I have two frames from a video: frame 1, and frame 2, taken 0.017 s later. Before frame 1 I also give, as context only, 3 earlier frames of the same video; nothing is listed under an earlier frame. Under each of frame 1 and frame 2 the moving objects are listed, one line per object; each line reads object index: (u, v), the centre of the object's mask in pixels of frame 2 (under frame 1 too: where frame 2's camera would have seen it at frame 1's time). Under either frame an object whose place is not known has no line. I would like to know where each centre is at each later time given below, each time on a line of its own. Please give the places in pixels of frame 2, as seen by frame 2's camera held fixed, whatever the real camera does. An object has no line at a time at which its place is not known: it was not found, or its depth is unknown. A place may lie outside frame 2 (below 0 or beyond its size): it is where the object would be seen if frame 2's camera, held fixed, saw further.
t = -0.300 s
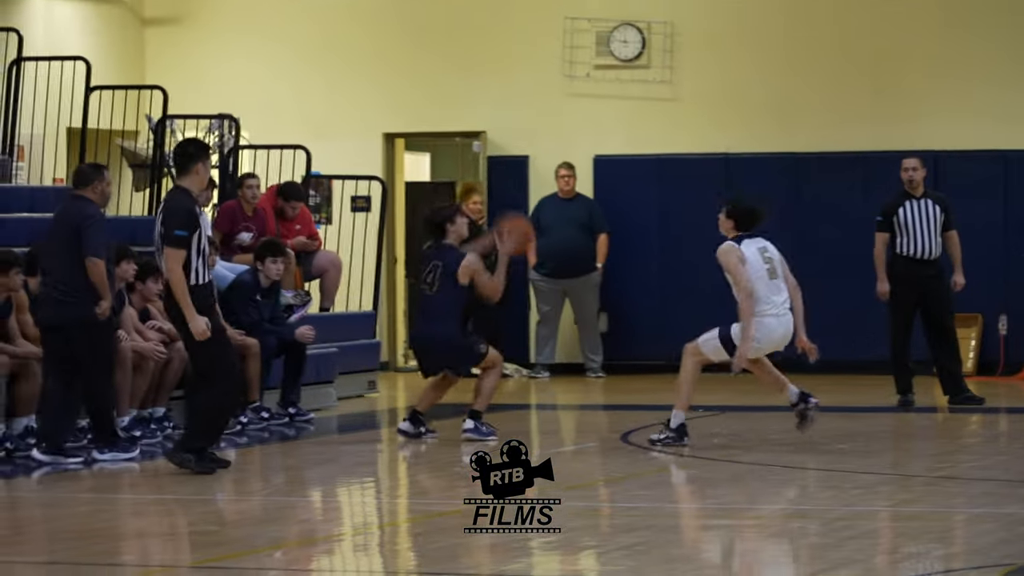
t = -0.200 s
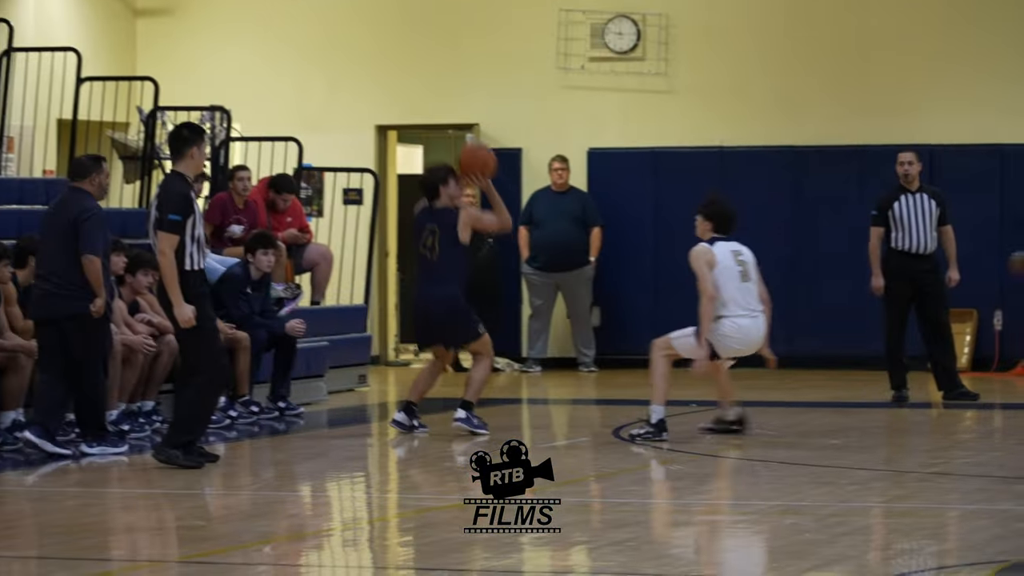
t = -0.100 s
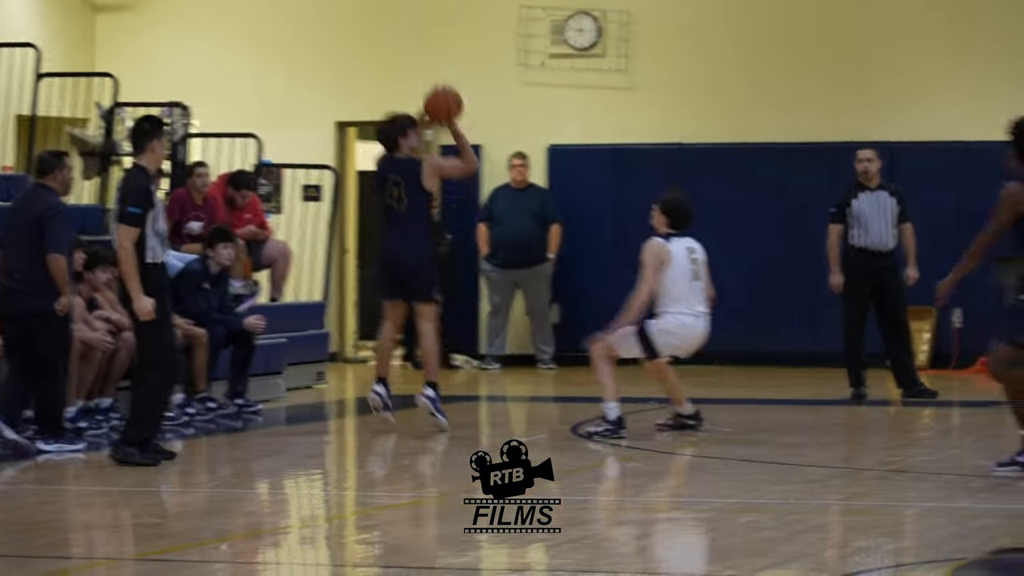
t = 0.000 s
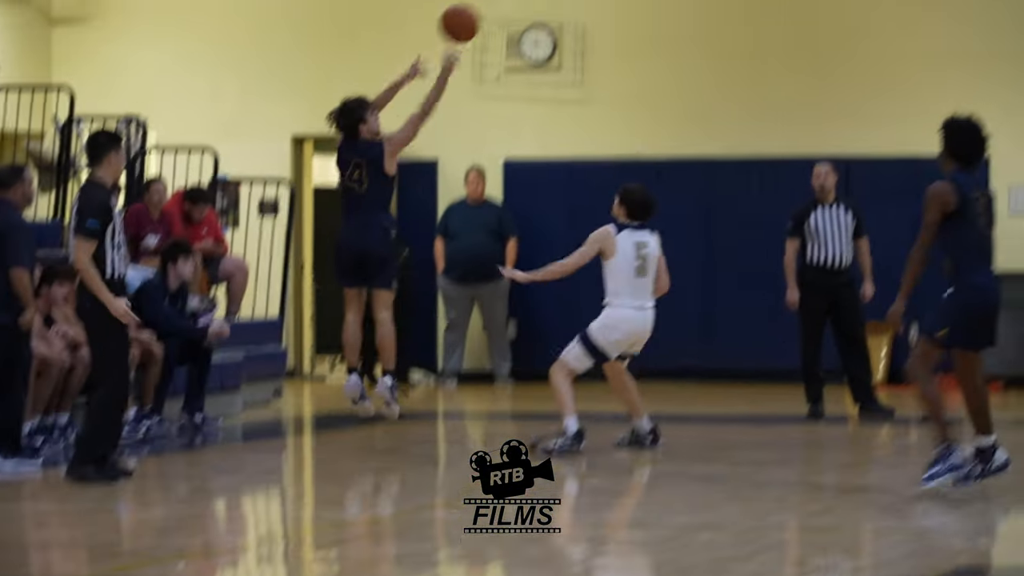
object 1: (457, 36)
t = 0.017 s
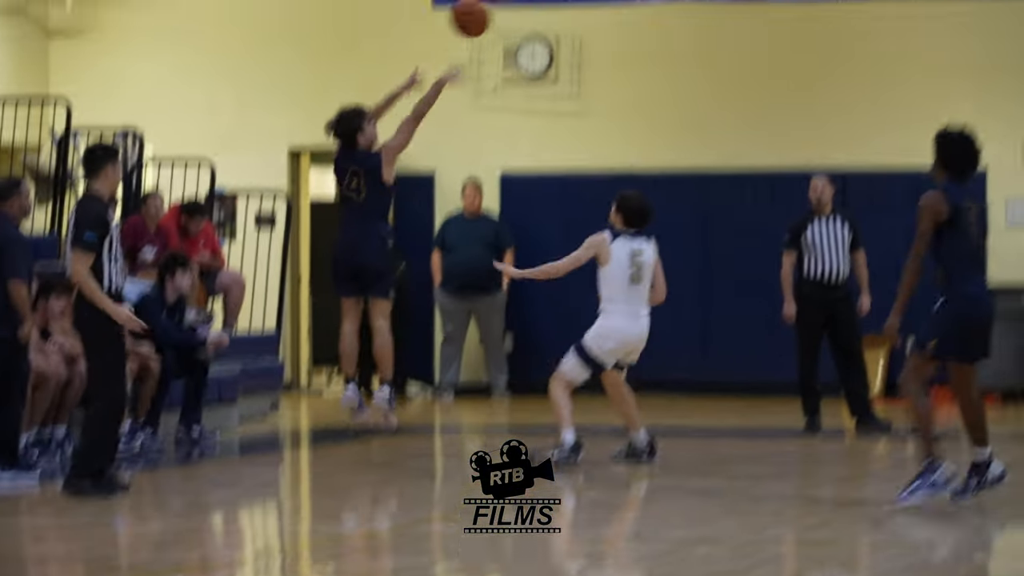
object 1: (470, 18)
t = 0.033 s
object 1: (484, 0)
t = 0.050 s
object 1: (498, -18)
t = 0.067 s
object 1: (512, -34)
